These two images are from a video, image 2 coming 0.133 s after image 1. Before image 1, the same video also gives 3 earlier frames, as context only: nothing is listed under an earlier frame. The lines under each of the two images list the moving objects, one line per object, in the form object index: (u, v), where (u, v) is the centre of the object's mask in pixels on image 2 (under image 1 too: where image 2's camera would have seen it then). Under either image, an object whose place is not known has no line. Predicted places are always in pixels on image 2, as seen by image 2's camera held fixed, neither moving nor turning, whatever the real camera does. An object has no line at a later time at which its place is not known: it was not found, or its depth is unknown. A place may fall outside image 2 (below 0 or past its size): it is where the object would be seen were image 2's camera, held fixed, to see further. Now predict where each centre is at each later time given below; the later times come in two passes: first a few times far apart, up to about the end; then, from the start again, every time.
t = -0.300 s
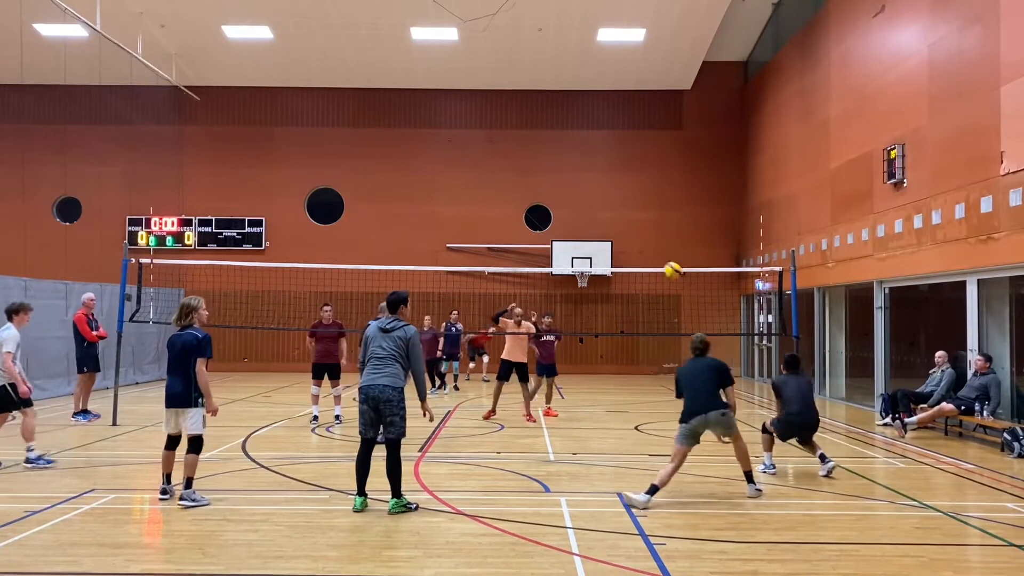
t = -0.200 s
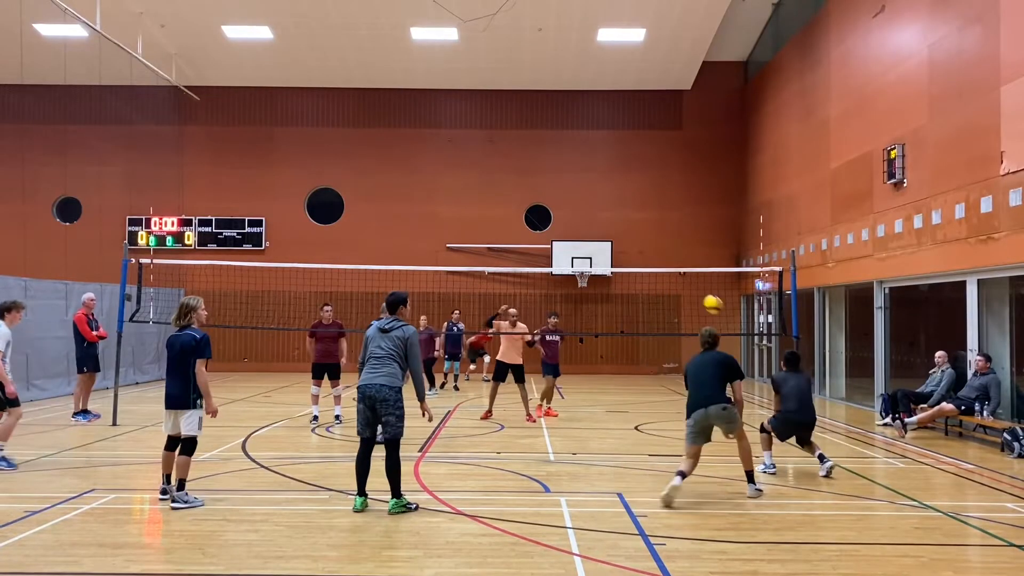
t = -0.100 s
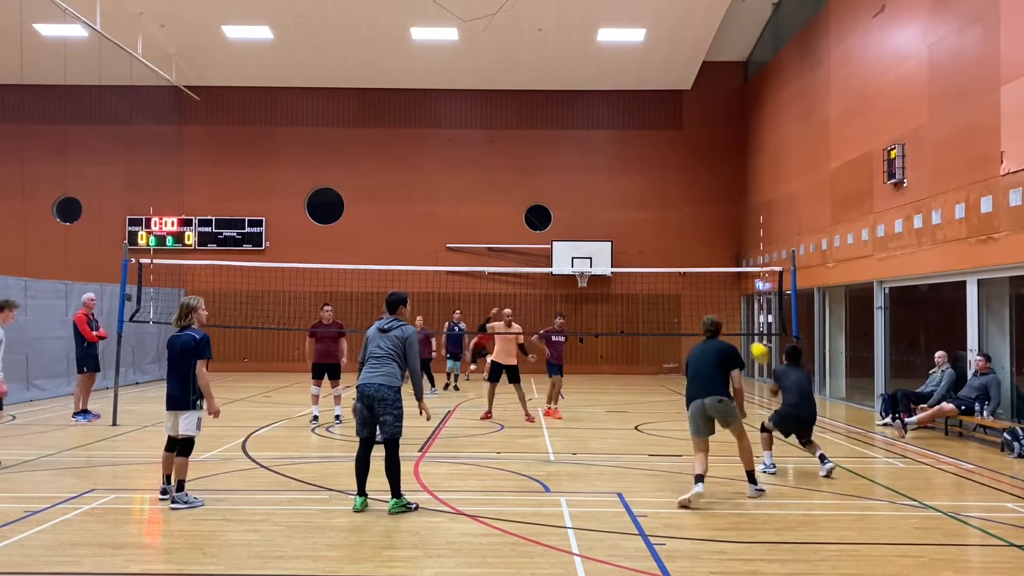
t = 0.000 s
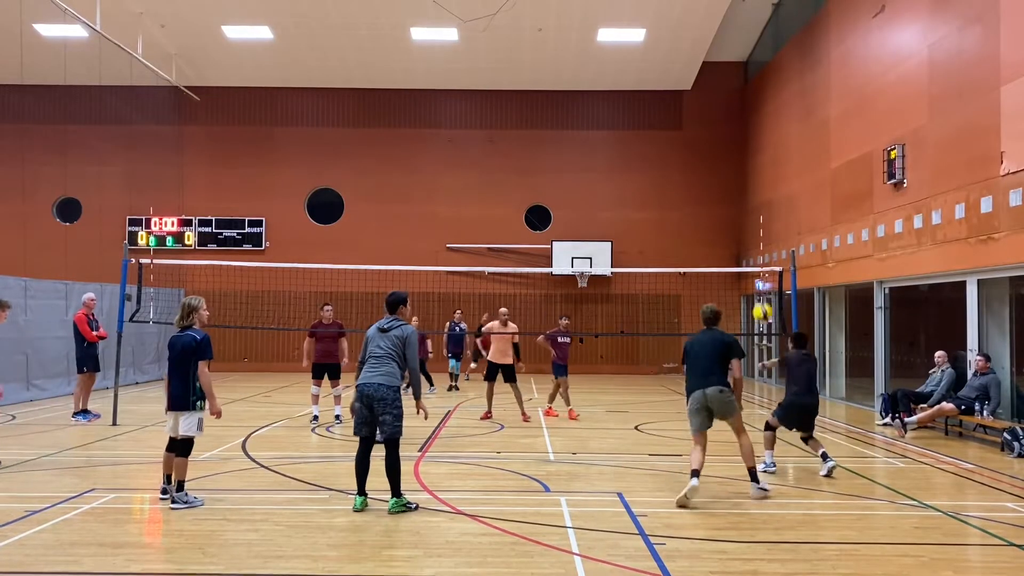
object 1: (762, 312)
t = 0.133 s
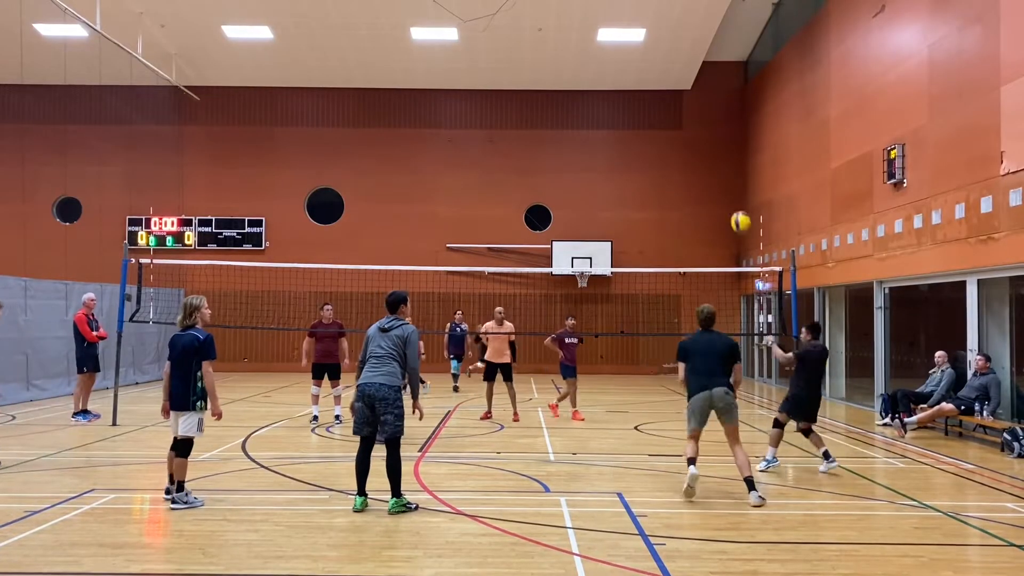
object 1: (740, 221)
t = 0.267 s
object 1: (721, 149)
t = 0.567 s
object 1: (681, 43)
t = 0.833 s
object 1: (647, 14)
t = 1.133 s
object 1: (610, 51)
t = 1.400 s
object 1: (577, 141)
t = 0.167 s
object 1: (736, 202)
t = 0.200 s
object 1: (731, 184)
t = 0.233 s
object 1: (726, 166)
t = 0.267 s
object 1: (721, 149)
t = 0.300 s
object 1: (717, 134)
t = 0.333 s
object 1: (712, 119)
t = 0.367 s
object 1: (707, 105)
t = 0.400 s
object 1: (702, 92)
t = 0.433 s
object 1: (698, 81)
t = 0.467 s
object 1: (694, 70)
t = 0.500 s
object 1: (689, 60)
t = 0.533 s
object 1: (685, 51)
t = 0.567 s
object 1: (681, 43)
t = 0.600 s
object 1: (676, 36)
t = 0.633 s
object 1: (673, 31)
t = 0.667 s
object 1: (668, 25)
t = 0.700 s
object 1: (664, 21)
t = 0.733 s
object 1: (660, 18)
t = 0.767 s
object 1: (655, 16)
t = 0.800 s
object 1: (651, 14)
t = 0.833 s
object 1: (647, 14)
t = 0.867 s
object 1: (643, 14)
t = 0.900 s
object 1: (639, 16)
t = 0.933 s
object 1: (635, 18)
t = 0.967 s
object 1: (630, 20)
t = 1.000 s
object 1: (627, 24)
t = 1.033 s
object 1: (623, 29)
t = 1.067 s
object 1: (619, 36)
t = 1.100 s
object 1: (615, 44)
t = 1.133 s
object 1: (610, 51)
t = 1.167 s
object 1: (606, 59)
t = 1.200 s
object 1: (602, 68)
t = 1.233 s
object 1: (598, 77)
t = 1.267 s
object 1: (594, 89)
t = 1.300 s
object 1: (590, 101)
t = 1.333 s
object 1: (586, 114)
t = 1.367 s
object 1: (581, 127)
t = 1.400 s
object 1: (577, 141)
